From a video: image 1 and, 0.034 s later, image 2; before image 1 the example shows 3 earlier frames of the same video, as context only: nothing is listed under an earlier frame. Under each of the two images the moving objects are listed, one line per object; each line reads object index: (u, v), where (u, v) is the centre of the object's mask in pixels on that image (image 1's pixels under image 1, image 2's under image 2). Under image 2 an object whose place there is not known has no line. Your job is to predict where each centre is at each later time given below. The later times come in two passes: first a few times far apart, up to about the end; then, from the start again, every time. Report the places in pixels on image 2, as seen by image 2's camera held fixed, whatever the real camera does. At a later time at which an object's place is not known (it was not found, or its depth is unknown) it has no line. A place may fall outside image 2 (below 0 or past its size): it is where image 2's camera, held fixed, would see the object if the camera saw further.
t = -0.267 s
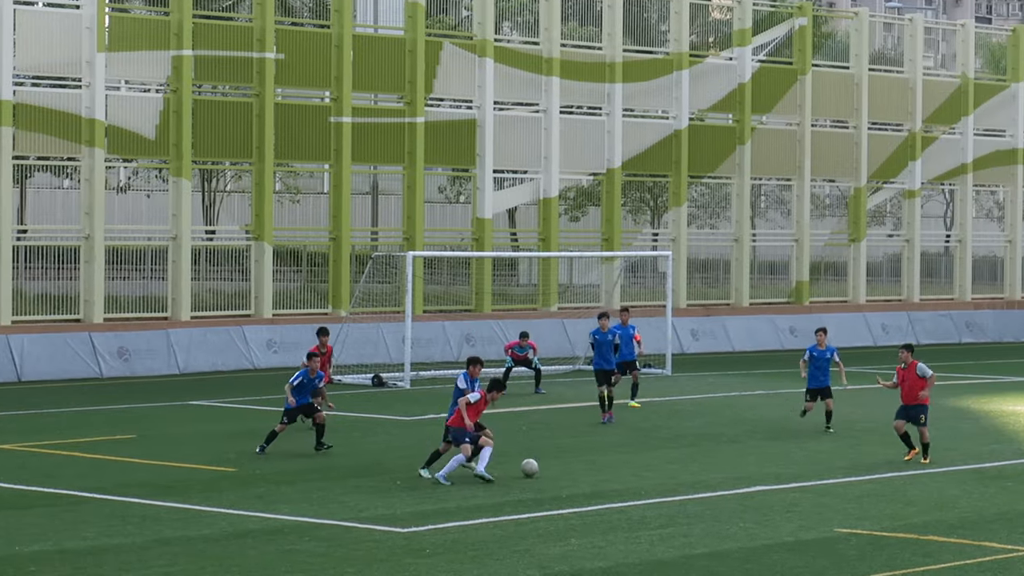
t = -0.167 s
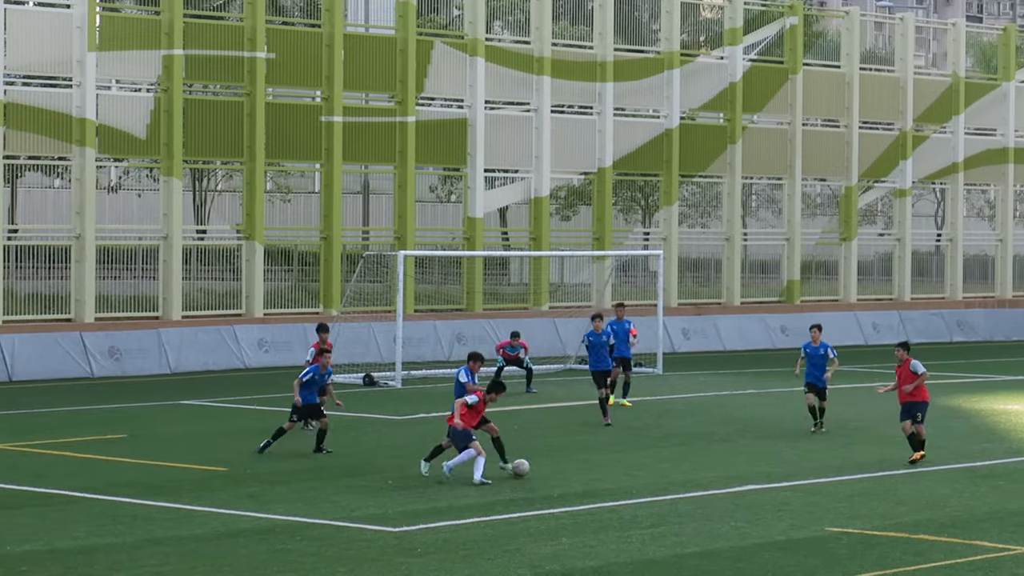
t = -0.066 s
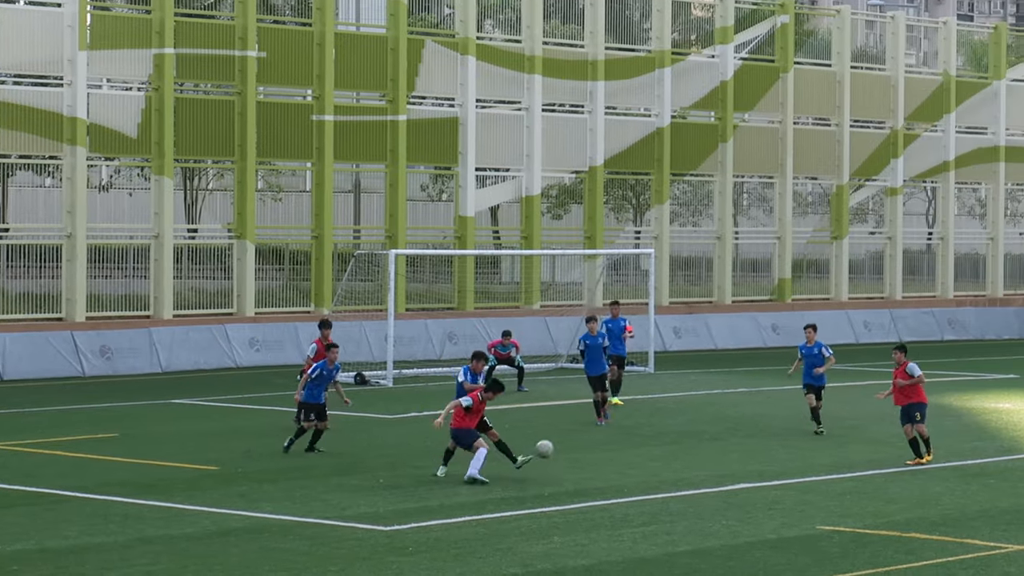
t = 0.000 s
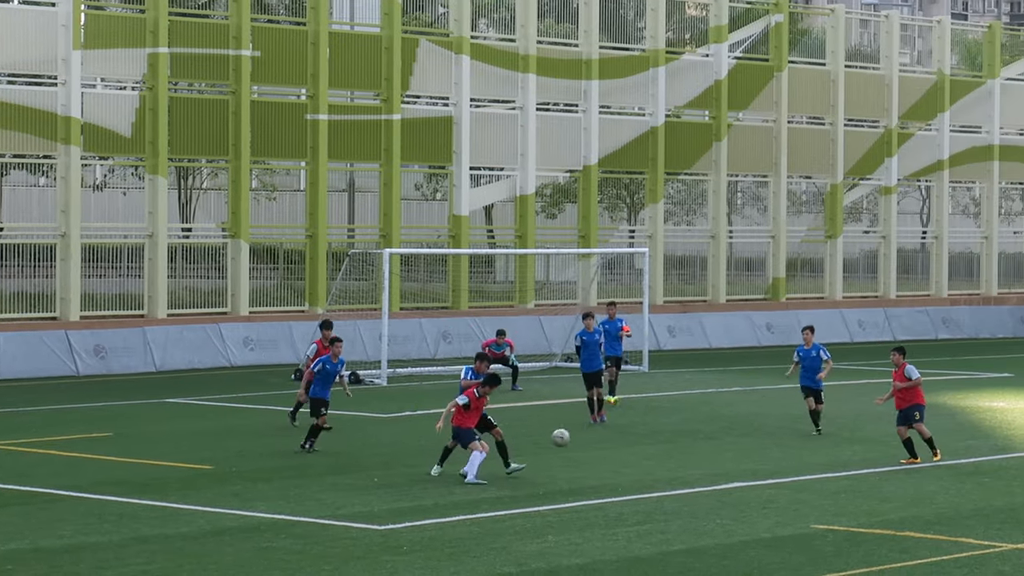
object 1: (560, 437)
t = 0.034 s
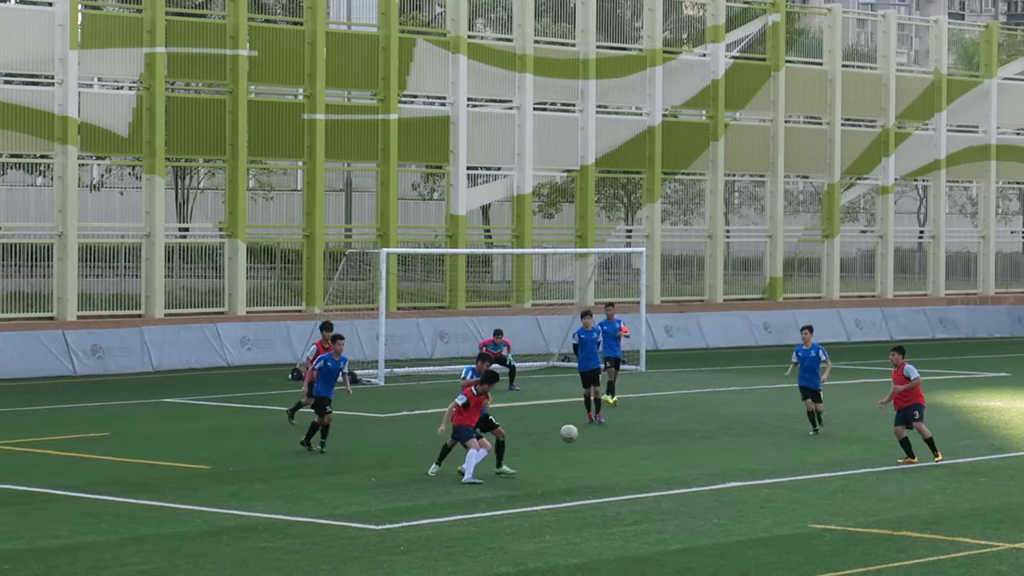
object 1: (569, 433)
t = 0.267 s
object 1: (647, 430)
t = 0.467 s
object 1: (716, 463)
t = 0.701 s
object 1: (766, 469)
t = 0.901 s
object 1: (796, 473)
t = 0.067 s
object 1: (580, 430)
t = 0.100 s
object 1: (591, 427)
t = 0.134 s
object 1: (602, 426)
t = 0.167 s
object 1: (614, 425)
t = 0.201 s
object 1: (624, 426)
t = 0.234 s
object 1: (635, 427)
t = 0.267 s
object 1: (647, 430)
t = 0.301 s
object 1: (658, 433)
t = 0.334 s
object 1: (670, 437)
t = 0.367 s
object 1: (681, 442)
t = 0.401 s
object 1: (693, 448)
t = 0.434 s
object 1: (704, 455)
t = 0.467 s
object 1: (716, 463)
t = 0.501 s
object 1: (727, 472)
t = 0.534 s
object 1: (738, 482)
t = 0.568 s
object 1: (747, 485)
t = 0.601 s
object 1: (751, 480)
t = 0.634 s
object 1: (757, 475)
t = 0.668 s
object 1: (761, 471)
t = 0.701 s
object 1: (766, 469)
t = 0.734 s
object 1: (771, 467)
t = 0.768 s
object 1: (776, 466)
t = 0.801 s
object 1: (781, 467)
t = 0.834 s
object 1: (786, 467)
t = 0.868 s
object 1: (791, 470)
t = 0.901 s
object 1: (796, 473)
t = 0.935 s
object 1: (802, 477)
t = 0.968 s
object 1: (807, 482)
